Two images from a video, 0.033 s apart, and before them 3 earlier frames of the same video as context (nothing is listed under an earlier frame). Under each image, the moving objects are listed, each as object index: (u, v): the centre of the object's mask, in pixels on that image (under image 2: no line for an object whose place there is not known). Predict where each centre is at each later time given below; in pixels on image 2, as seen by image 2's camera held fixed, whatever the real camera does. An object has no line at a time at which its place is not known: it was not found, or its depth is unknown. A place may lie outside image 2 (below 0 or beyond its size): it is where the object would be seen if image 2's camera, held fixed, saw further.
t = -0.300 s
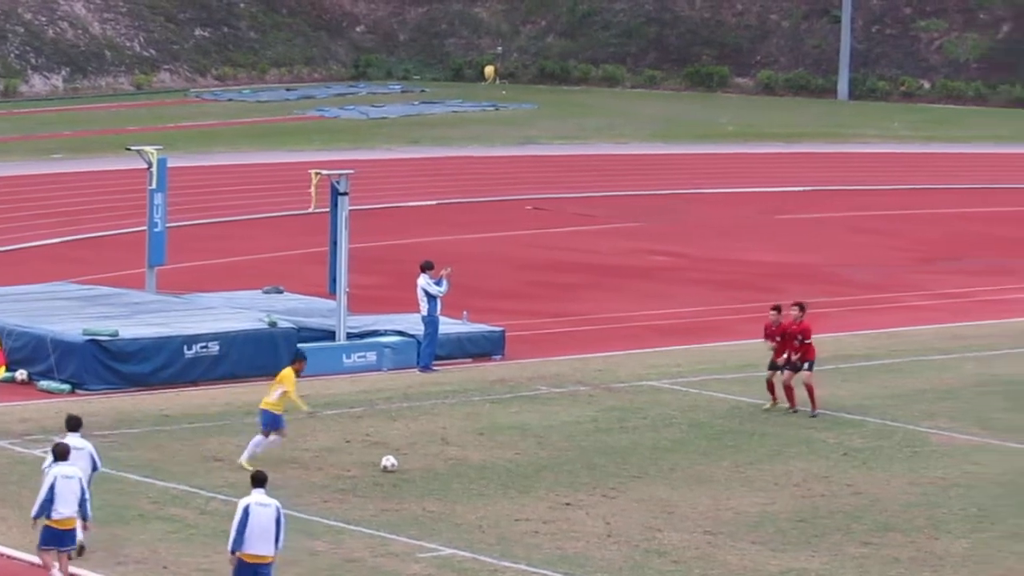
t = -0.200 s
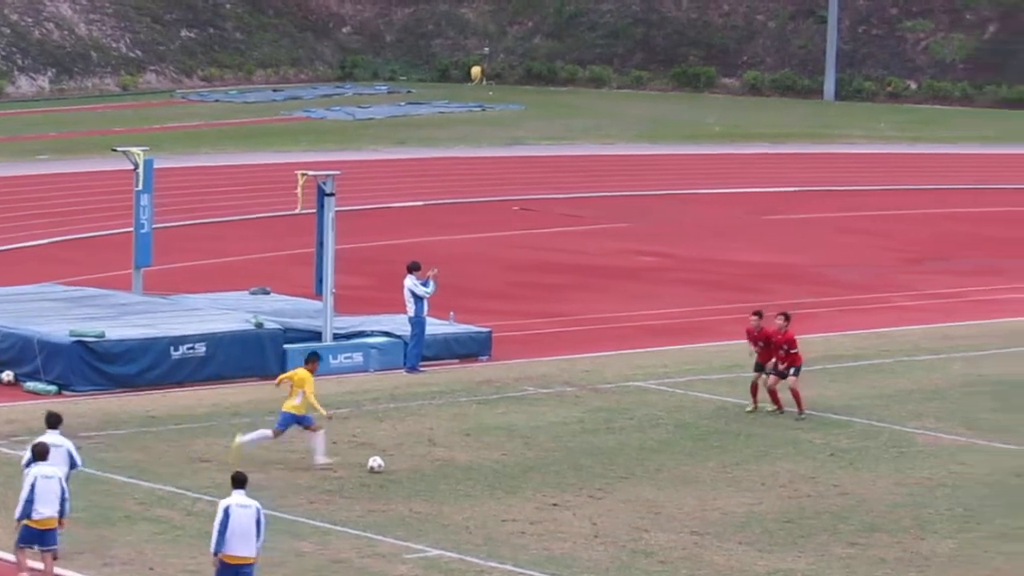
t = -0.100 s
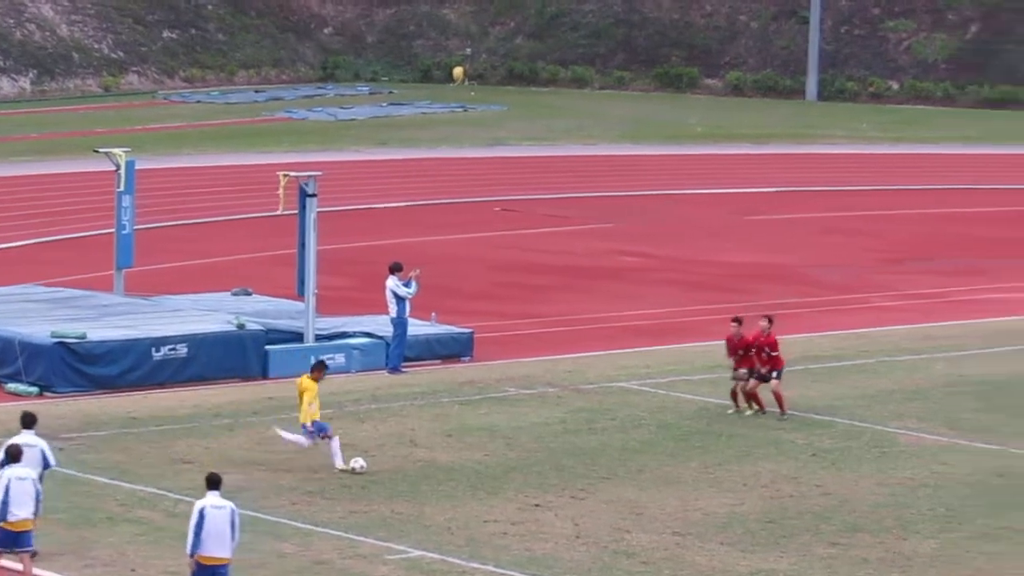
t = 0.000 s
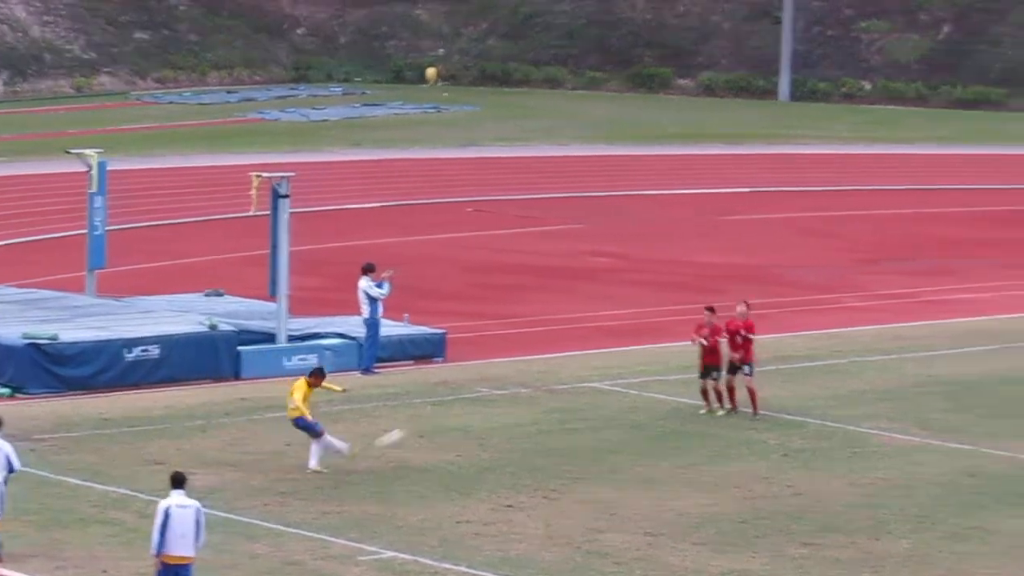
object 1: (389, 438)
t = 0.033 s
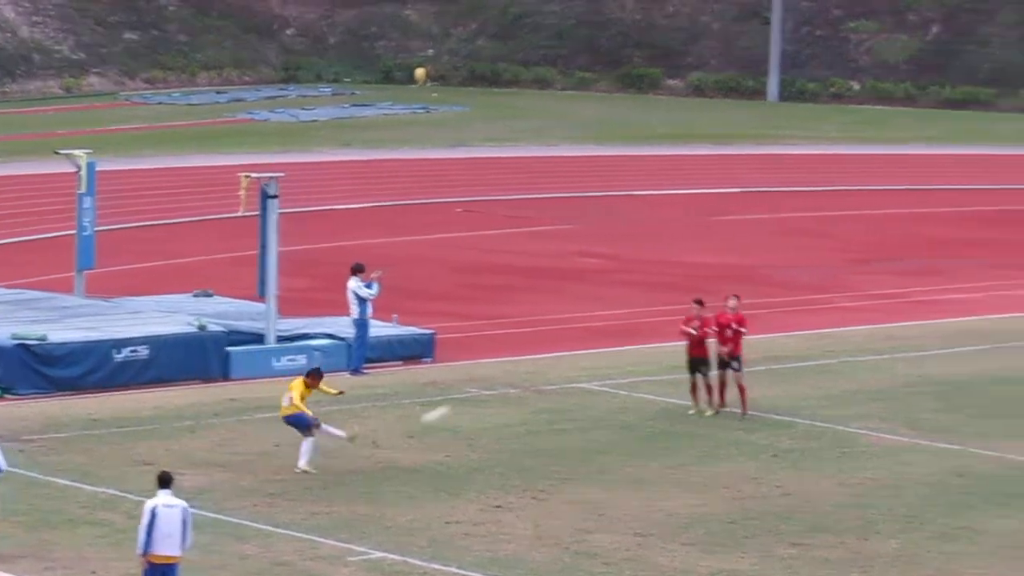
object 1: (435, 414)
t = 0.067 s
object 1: (489, 392)
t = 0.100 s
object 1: (540, 369)
